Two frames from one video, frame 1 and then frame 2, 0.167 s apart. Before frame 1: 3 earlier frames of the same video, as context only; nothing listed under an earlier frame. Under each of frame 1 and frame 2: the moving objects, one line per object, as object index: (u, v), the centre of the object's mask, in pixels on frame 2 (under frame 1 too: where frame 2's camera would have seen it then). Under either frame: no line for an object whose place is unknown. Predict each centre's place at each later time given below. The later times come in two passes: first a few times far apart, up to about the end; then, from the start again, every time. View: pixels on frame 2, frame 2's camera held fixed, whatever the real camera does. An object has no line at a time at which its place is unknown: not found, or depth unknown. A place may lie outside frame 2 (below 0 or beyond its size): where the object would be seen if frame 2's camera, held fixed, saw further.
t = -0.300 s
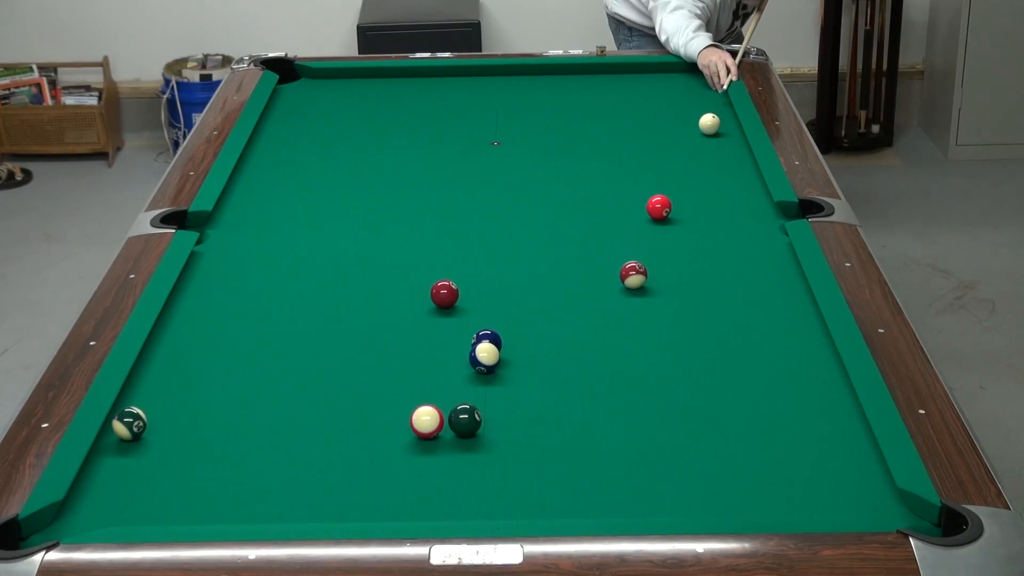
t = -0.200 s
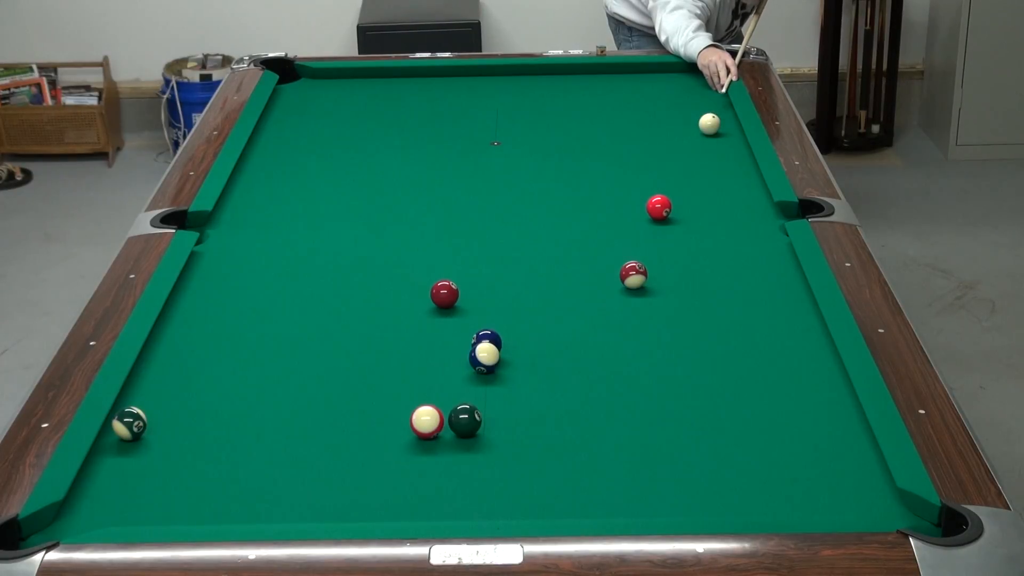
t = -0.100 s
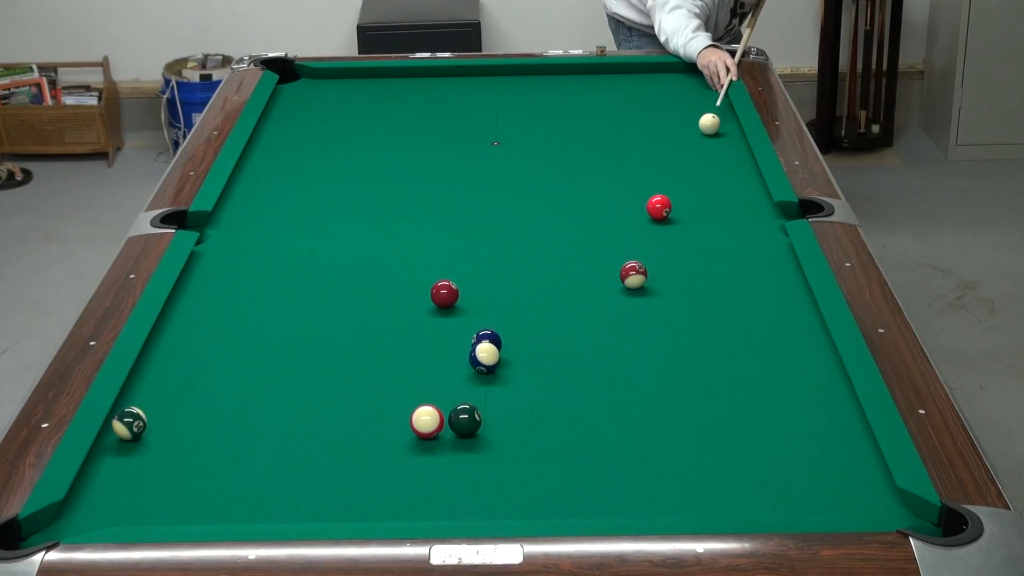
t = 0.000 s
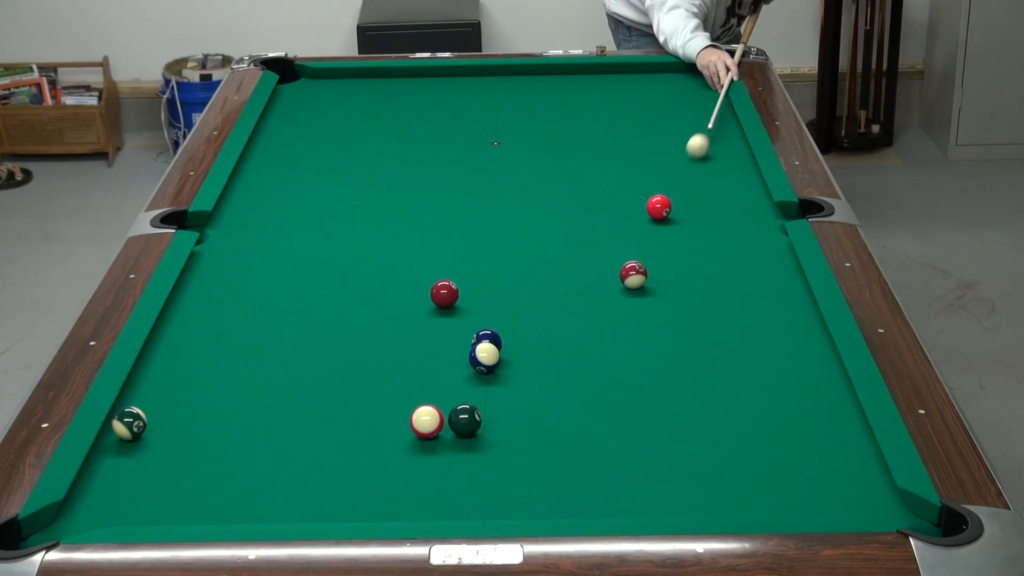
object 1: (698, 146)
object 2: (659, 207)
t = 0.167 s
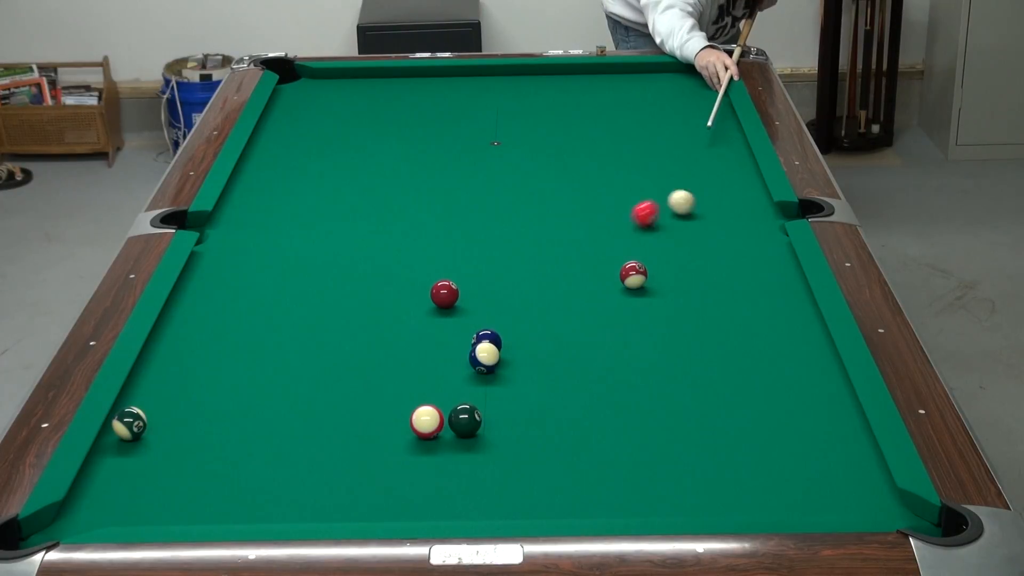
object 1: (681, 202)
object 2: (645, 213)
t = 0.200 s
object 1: (694, 206)
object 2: (626, 224)
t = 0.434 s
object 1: (769, 242)
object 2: (495, 291)
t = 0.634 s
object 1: (771, 278)
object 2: (387, 346)
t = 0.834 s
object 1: (764, 316)
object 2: (267, 408)
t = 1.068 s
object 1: (754, 365)
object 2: (100, 493)
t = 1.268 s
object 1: (744, 412)
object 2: (37, 539)
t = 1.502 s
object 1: (732, 473)
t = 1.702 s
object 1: (722, 502)
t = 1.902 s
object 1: (720, 477)
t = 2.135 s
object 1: (717, 449)
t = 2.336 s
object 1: (715, 428)
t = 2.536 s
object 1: (713, 408)
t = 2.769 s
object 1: (712, 388)
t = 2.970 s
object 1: (711, 372)
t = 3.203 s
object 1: (710, 355)
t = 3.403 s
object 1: (710, 343)
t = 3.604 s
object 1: (709, 331)
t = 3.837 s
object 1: (709, 319)
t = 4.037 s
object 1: (708, 309)
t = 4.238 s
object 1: (708, 300)
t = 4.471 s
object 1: (709, 292)
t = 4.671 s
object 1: (709, 285)
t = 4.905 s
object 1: (708, 278)
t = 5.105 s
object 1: (707, 273)
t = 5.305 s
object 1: (707, 268)
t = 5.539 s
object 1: (708, 264)
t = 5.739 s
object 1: (708, 261)
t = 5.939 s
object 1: (709, 259)
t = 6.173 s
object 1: (709, 257)
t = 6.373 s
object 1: (709, 256)
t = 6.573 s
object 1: (708, 255)
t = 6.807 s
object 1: (708, 255)
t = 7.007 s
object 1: (708, 255)
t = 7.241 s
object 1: (708, 256)
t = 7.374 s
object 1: (708, 256)
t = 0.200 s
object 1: (694, 206)
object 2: (626, 224)
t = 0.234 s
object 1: (706, 210)
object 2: (606, 233)
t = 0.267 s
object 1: (717, 214)
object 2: (587, 243)
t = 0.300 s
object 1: (728, 219)
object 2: (569, 253)
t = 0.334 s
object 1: (739, 224)
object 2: (550, 262)
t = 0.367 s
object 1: (749, 230)
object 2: (531, 272)
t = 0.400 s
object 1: (759, 236)
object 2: (513, 281)
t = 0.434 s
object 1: (769, 242)
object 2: (495, 291)
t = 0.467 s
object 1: (779, 248)
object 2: (477, 299)
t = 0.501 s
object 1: (778, 254)
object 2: (460, 308)
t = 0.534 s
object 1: (775, 260)
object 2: (443, 318)
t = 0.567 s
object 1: (774, 266)
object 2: (425, 327)
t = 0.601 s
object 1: (773, 272)
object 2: (406, 336)
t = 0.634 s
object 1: (771, 278)
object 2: (387, 346)
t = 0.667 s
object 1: (770, 284)
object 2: (369, 355)
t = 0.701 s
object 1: (769, 290)
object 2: (349, 365)
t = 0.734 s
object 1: (768, 297)
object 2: (330, 375)
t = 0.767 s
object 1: (766, 303)
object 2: (309, 386)
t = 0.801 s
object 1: (765, 310)
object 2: (288, 397)
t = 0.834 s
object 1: (764, 316)
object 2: (267, 408)
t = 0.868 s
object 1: (762, 323)
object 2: (245, 419)
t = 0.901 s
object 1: (761, 330)
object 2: (223, 430)
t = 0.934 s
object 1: (760, 337)
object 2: (200, 442)
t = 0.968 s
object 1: (758, 344)
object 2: (176, 454)
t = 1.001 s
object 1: (757, 351)
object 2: (151, 467)
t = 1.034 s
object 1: (755, 358)
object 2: (127, 480)
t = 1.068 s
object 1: (754, 365)
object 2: (100, 493)
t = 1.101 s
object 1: (752, 373)
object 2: (78, 507)
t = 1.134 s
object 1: (751, 380)
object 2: (76, 518)
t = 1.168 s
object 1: (749, 388)
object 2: (73, 526)
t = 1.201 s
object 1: (748, 396)
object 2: (63, 529)
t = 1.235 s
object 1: (746, 404)
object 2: (50, 533)
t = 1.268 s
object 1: (744, 412)
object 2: (37, 539)
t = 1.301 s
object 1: (743, 420)
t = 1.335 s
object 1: (741, 429)
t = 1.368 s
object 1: (739, 437)
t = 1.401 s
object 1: (738, 446)
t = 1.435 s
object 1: (736, 455)
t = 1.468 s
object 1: (734, 464)
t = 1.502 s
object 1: (732, 473)
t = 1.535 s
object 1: (730, 482)
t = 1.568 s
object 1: (729, 492)
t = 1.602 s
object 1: (727, 500)
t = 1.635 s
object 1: (725, 506)
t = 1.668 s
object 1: (723, 506)
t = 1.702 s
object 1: (722, 502)
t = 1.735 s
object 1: (722, 499)
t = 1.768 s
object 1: (721, 495)
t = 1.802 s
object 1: (721, 490)
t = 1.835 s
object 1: (720, 486)
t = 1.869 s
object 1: (720, 482)
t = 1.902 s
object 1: (720, 477)
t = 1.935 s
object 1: (720, 473)
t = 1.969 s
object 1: (719, 469)
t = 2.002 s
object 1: (719, 465)
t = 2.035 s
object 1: (719, 461)
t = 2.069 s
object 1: (718, 457)
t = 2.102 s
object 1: (718, 453)
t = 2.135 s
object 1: (717, 449)
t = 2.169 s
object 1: (717, 446)
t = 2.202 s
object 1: (716, 442)
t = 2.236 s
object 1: (716, 438)
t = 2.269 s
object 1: (716, 435)
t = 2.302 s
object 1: (715, 431)
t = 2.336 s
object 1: (715, 428)
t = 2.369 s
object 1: (715, 425)
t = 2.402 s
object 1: (714, 421)
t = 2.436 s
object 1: (714, 418)
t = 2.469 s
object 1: (714, 415)
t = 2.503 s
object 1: (713, 412)
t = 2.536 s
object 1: (713, 408)
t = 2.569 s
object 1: (713, 405)
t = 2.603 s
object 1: (713, 402)
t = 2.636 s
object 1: (712, 399)
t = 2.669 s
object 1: (712, 396)
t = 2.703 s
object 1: (712, 394)
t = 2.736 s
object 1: (712, 391)
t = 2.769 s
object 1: (712, 388)
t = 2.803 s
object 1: (712, 385)
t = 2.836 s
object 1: (711, 383)
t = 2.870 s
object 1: (711, 380)
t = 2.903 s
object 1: (711, 377)
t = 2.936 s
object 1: (711, 375)
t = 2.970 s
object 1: (711, 372)
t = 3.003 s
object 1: (711, 370)
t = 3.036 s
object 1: (711, 367)
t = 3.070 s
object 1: (711, 365)
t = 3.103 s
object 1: (711, 362)
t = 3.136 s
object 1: (711, 360)
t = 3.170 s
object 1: (711, 358)
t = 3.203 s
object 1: (710, 355)
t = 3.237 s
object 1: (710, 353)
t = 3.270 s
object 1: (710, 351)
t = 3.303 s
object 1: (710, 349)
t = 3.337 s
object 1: (710, 347)
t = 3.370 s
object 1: (710, 345)
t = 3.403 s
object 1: (710, 343)
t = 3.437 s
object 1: (710, 341)
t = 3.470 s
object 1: (710, 339)
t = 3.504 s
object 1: (709, 337)
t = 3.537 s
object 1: (709, 335)
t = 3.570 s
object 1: (709, 333)
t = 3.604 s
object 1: (709, 331)
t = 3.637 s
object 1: (709, 329)
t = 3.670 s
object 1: (709, 327)
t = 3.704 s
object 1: (709, 325)
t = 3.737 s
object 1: (709, 324)
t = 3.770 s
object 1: (709, 322)
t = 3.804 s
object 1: (709, 320)
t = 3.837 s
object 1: (709, 319)
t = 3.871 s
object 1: (709, 317)
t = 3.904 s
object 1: (709, 315)
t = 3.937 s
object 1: (709, 314)
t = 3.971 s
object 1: (708, 312)
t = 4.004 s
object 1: (708, 310)
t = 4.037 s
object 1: (708, 309)
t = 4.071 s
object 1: (709, 308)
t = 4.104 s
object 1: (708, 306)
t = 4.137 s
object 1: (708, 305)
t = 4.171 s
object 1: (708, 303)
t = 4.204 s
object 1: (709, 302)
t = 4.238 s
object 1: (708, 300)
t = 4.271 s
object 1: (708, 299)
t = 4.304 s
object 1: (708, 298)
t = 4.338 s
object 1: (709, 297)
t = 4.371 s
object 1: (709, 295)
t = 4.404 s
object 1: (708, 294)
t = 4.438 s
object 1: (708, 293)
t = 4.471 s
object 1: (709, 292)
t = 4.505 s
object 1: (709, 290)
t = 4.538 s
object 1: (709, 289)
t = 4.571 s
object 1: (709, 288)
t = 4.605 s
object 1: (709, 287)
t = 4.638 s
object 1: (709, 286)
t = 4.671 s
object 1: (709, 285)
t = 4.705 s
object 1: (709, 284)
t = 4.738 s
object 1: (708, 283)
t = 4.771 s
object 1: (708, 282)
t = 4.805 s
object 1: (708, 281)
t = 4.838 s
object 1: (708, 280)
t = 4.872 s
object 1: (708, 279)
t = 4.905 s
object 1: (708, 278)
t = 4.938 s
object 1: (708, 277)
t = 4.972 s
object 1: (708, 276)
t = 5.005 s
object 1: (708, 275)
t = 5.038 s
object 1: (707, 275)
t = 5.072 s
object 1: (707, 274)
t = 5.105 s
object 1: (707, 273)
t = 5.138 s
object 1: (707, 272)
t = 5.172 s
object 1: (707, 271)
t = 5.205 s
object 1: (707, 271)
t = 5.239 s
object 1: (707, 270)
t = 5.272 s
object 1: (707, 269)
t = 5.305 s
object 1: (707, 268)
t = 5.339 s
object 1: (707, 268)
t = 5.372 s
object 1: (707, 267)
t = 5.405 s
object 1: (707, 267)
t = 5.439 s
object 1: (707, 266)
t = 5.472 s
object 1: (707, 265)
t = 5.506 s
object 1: (708, 265)
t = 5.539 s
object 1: (708, 264)
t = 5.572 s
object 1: (708, 264)
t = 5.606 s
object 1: (708, 263)
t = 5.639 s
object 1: (708, 263)
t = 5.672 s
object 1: (708, 262)
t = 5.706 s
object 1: (708, 262)
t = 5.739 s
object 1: (708, 261)
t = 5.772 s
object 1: (708, 261)
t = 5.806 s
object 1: (708, 260)
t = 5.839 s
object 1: (708, 260)
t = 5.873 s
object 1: (709, 260)
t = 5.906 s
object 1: (709, 259)
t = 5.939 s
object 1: (709, 259)
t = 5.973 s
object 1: (709, 259)
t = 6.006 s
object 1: (709, 258)
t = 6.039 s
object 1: (709, 258)
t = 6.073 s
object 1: (709, 258)
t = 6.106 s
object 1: (709, 257)
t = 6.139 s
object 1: (709, 257)
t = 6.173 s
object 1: (709, 257)
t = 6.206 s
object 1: (709, 257)
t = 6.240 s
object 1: (709, 256)
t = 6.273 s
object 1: (709, 256)
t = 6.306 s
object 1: (709, 256)
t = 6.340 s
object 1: (709, 256)
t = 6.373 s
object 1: (709, 256)
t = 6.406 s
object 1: (709, 255)
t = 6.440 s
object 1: (709, 255)
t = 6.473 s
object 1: (709, 255)
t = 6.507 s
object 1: (708, 255)
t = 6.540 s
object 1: (708, 255)
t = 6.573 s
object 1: (708, 255)
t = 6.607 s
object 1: (708, 255)
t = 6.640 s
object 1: (708, 255)
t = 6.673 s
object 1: (708, 255)
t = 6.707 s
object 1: (708, 255)
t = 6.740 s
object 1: (708, 255)
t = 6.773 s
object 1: (708, 255)
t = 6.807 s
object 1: (708, 255)
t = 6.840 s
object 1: (708, 255)
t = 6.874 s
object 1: (708, 255)
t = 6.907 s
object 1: (708, 255)
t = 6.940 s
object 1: (708, 255)
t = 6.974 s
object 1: (708, 255)
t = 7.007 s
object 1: (708, 255)
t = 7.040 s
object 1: (708, 255)
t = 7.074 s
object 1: (708, 255)
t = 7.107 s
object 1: (708, 255)
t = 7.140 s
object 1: (708, 256)
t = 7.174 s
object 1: (708, 256)
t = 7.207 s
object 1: (708, 256)
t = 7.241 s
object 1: (708, 256)
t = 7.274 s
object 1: (708, 256)
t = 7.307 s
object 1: (708, 256)
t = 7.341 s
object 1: (708, 256)
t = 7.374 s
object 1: (708, 256)
